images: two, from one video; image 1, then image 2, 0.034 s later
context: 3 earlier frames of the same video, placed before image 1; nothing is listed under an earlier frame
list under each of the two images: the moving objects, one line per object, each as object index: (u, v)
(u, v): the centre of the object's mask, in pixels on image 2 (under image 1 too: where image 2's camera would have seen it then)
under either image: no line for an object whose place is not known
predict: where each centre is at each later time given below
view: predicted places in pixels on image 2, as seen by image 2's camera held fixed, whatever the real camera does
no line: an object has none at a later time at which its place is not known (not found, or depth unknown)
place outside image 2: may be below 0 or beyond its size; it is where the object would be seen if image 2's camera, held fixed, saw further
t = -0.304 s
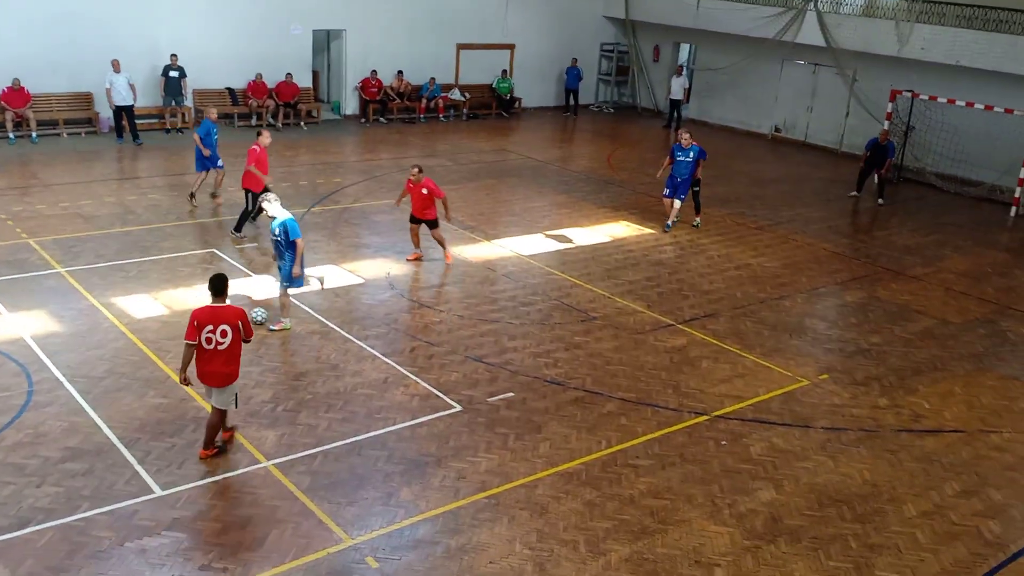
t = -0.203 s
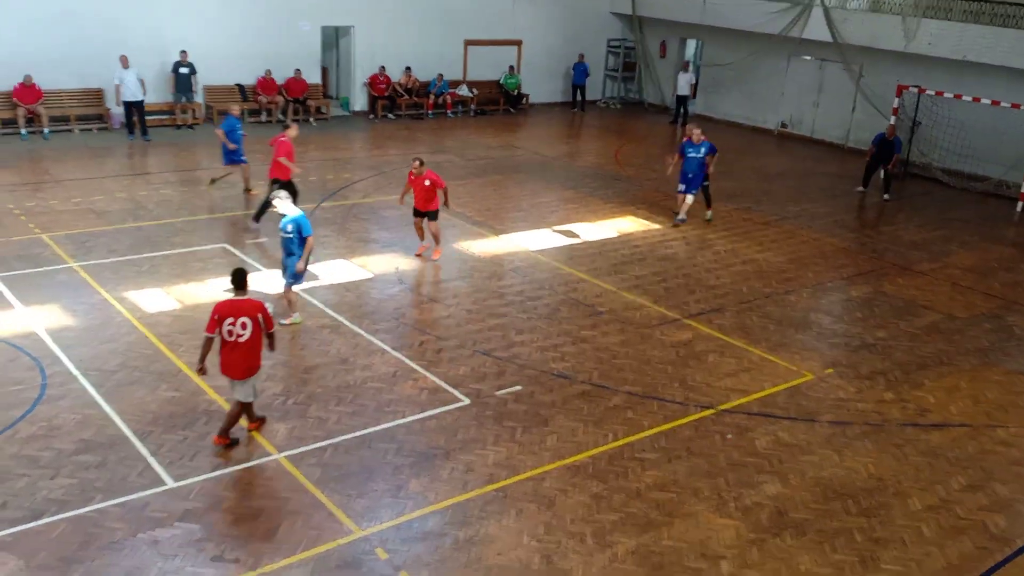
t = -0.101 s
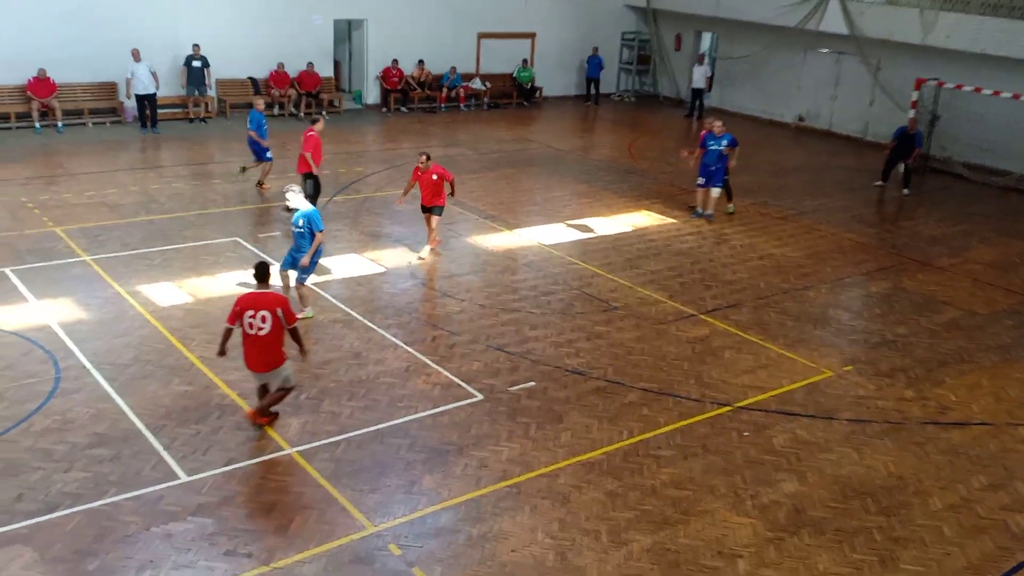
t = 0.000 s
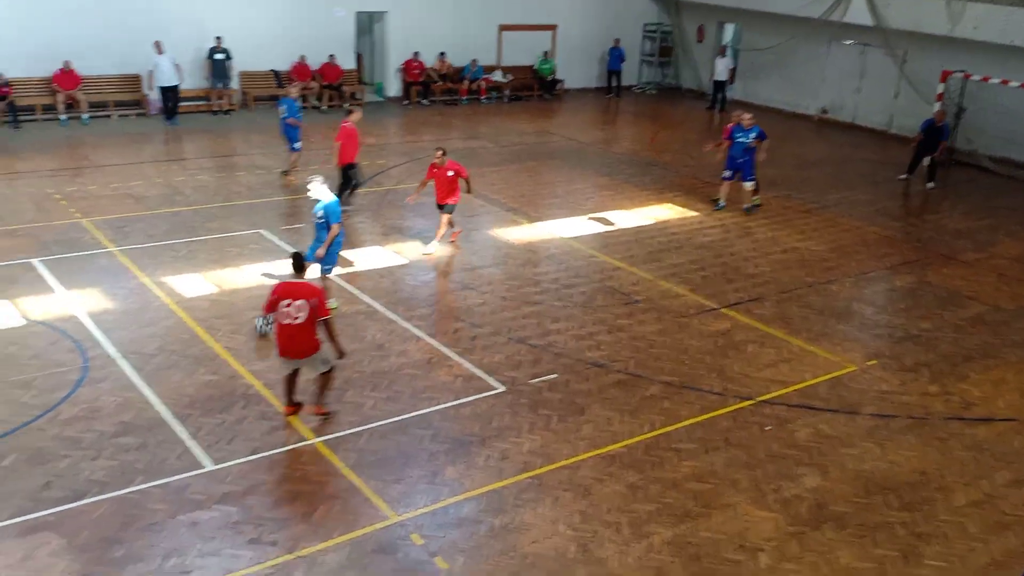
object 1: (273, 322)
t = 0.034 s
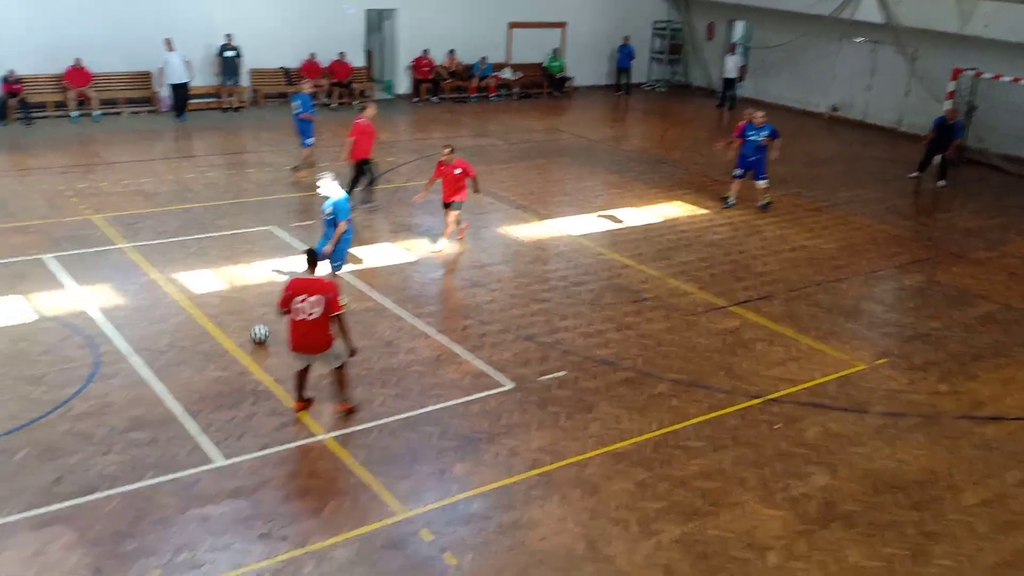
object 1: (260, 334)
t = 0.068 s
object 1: (246, 346)
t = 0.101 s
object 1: (231, 358)
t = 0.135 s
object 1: (216, 371)
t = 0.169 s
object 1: (199, 384)
